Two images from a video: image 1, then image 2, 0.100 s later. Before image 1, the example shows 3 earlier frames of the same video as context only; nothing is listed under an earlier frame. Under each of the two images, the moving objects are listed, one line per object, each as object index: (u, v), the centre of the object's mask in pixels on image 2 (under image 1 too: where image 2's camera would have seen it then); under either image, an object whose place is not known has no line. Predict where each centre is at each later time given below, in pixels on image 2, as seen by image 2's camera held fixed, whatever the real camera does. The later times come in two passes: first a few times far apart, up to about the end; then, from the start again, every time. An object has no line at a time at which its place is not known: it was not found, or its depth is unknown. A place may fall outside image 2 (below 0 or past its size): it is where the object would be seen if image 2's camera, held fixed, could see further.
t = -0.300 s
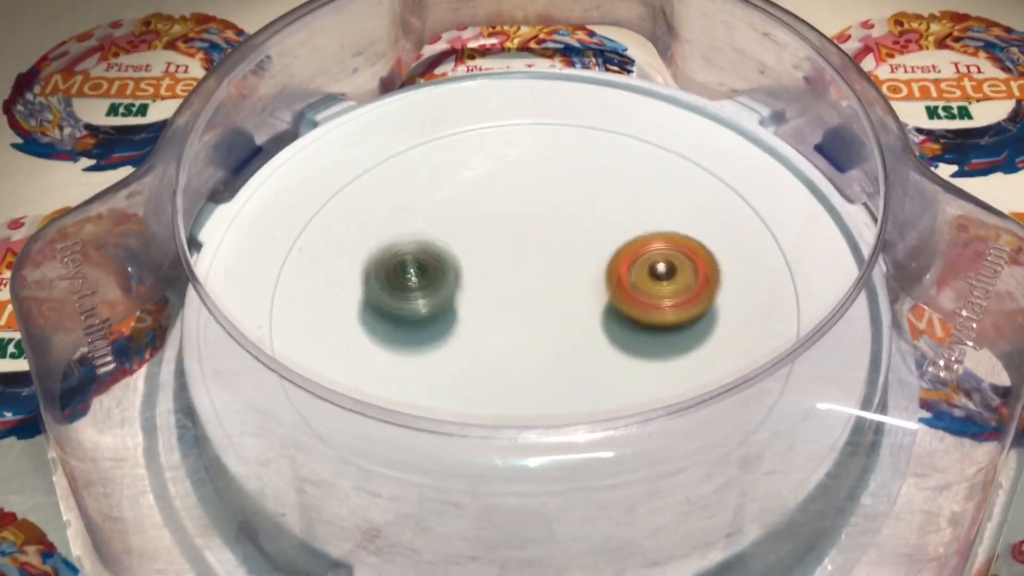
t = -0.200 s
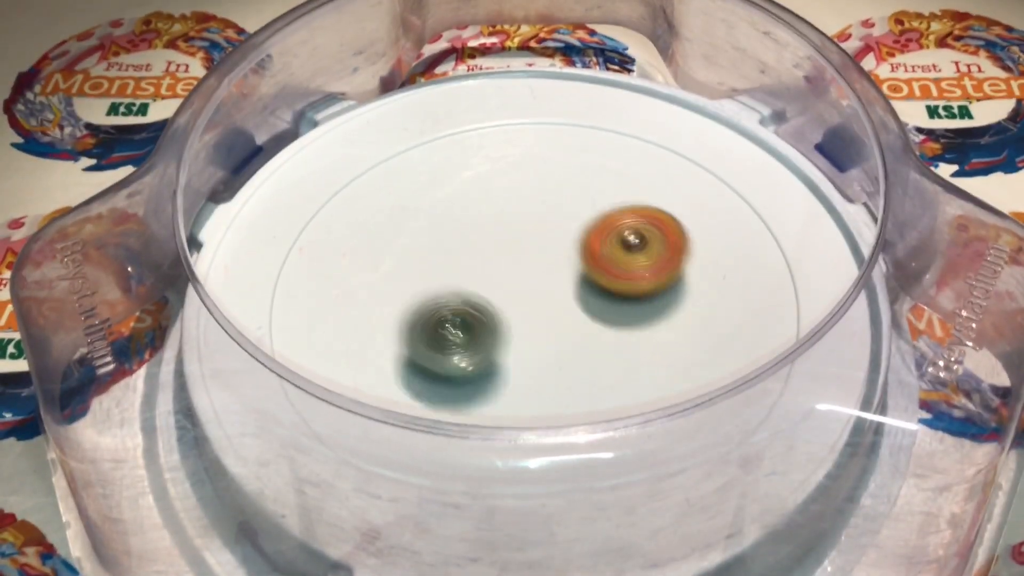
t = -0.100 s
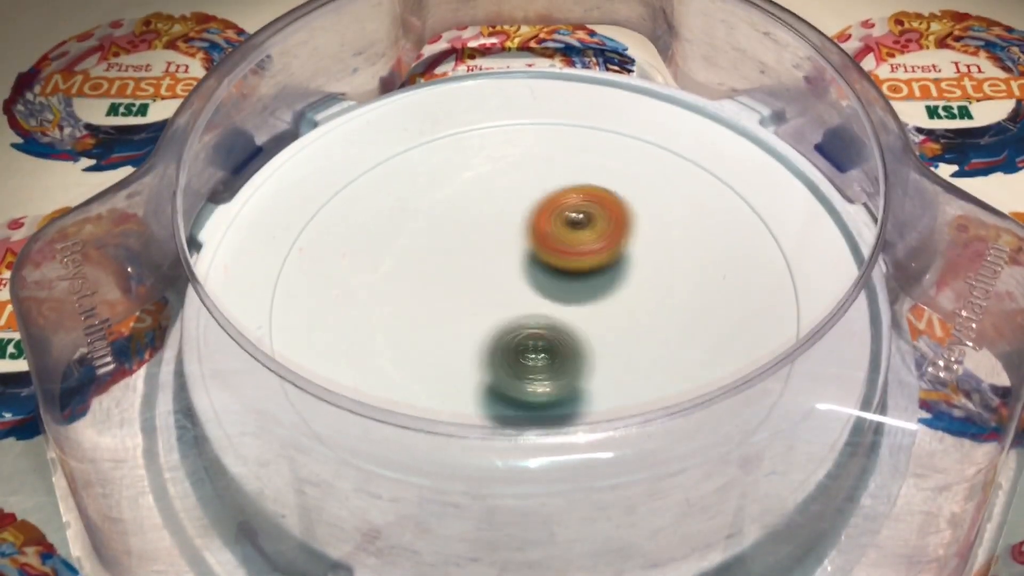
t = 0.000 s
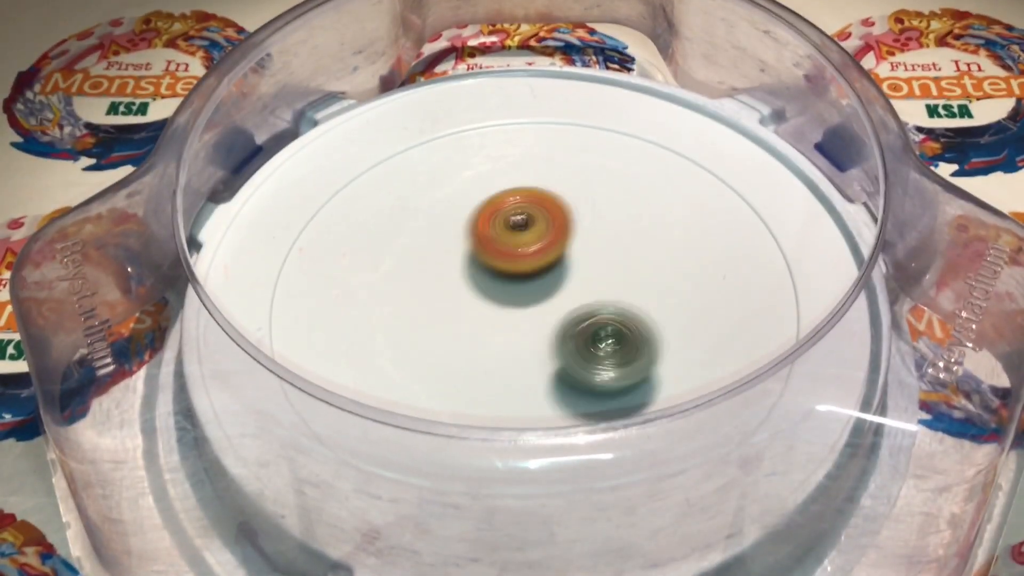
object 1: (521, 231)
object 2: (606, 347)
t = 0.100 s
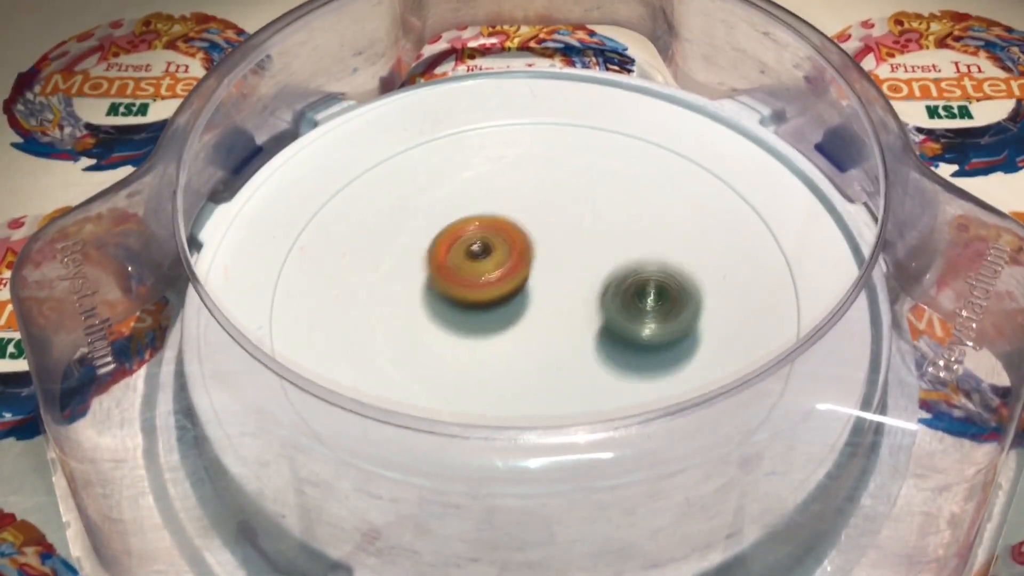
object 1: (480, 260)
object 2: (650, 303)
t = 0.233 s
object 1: (487, 331)
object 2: (648, 230)
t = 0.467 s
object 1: (630, 366)
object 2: (525, 178)
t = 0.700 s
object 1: (616, 264)
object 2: (408, 281)
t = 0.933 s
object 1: (460, 246)
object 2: (503, 375)
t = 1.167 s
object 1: (436, 363)
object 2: (686, 317)
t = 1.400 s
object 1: (552, 360)
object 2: (631, 207)
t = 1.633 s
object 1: (547, 285)
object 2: (440, 224)
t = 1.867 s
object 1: (437, 249)
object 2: (416, 353)
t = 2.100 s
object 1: (400, 316)
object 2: (571, 383)
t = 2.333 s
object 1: (539, 328)
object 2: (658, 284)
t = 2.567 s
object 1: (496, 231)
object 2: (593, 190)
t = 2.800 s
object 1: (378, 267)
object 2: (468, 207)
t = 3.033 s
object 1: (492, 359)
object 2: (464, 277)
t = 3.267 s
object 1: (623, 351)
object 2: (507, 267)
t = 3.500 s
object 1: (633, 239)
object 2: (509, 262)
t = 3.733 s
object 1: (556, 206)
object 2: (462, 285)
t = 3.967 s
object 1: (529, 232)
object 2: (448, 351)
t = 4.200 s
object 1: (594, 287)
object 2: (519, 357)
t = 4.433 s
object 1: (636, 246)
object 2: (565, 314)
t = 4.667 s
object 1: (602, 237)
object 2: (508, 299)
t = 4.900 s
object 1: (553, 260)
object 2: (456, 309)
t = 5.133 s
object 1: (559, 300)
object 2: (441, 318)
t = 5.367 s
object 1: (621, 298)
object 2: (463, 316)
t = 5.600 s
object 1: (593, 275)
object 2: (480, 291)
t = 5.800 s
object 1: (596, 287)
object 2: (450, 267)
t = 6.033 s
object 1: (566, 282)
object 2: (461, 260)
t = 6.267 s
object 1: (579, 294)
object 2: (455, 235)
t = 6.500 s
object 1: (563, 310)
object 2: (458, 225)
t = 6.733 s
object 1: (541, 315)
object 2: (490, 234)
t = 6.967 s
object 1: (539, 328)
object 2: (535, 226)
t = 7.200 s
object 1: (549, 334)
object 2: (569, 237)
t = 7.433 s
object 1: (495, 312)
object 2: (617, 247)
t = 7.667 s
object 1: (475, 294)
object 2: (620, 260)
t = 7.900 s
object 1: (476, 275)
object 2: (589, 291)
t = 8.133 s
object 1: (478, 250)
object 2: (554, 328)
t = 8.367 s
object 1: (491, 235)
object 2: (511, 349)
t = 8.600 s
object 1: (515, 234)
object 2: (479, 341)
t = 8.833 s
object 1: (544, 249)
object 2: (457, 309)
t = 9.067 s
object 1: (569, 270)
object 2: (461, 273)
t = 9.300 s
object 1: (582, 294)
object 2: (486, 241)
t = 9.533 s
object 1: (573, 313)
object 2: (518, 223)
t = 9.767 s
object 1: (548, 323)
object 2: (553, 231)
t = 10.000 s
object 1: (513, 323)
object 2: (583, 255)
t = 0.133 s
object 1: (473, 276)
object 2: (655, 285)
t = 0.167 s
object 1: (471, 293)
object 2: (657, 267)
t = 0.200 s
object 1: (476, 313)
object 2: (653, 246)
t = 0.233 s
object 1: (487, 331)
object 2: (648, 230)
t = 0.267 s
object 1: (500, 344)
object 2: (638, 216)
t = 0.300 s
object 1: (516, 353)
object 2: (625, 205)
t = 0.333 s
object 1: (536, 363)
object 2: (609, 194)
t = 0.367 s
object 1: (559, 371)
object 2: (590, 186)
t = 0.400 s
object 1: (585, 374)
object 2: (569, 180)
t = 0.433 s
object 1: (608, 373)
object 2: (547, 177)
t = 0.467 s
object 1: (630, 366)
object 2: (525, 178)
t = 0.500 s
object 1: (647, 354)
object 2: (503, 183)
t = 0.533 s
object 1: (656, 339)
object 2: (479, 192)
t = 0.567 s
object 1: (656, 327)
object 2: (459, 203)
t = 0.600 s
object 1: (653, 314)
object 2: (439, 219)
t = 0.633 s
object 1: (646, 297)
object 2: (424, 236)
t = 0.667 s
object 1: (634, 281)
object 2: (414, 260)
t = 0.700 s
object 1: (616, 264)
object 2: (408, 281)
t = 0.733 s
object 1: (594, 249)
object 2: (409, 301)
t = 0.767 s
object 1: (569, 240)
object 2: (414, 318)
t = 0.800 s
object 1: (545, 235)
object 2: (423, 336)
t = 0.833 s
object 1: (525, 232)
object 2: (436, 348)
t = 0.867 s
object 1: (502, 233)
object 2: (454, 359)
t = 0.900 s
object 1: (480, 238)
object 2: (476, 369)
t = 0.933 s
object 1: (460, 246)
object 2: (503, 375)
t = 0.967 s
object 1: (443, 260)
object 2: (533, 381)
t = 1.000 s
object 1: (429, 277)
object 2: (563, 381)
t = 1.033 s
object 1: (419, 293)
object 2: (593, 377)
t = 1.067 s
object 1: (415, 313)
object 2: (623, 369)
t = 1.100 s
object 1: (416, 330)
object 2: (651, 354)
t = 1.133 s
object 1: (424, 348)
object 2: (673, 337)
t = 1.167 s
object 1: (436, 363)
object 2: (686, 317)
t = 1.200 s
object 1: (455, 372)
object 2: (695, 295)
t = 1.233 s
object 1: (475, 378)
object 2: (696, 277)
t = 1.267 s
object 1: (496, 380)
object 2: (691, 259)
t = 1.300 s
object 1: (514, 380)
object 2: (683, 244)
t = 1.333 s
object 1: (530, 376)
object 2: (669, 229)
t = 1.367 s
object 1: (544, 369)
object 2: (653, 218)
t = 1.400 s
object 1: (552, 360)
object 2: (631, 207)
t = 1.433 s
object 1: (556, 351)
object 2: (604, 197)
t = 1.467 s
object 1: (558, 343)
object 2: (577, 194)
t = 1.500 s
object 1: (558, 332)
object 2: (548, 191)
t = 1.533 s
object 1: (558, 321)
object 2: (518, 196)
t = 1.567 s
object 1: (557, 309)
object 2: (490, 200)
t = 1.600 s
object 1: (554, 297)
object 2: (464, 210)
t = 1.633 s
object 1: (547, 285)
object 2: (440, 224)
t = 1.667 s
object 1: (537, 273)
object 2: (422, 239)
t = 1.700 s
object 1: (524, 264)
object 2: (408, 257)
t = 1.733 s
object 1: (508, 256)
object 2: (398, 278)
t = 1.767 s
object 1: (489, 250)
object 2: (396, 295)
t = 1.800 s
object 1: (472, 247)
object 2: (398, 316)
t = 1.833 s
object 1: (454, 245)
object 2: (404, 334)
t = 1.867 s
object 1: (437, 249)
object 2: (416, 353)
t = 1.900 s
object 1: (423, 252)
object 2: (434, 369)
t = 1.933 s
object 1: (410, 260)
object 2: (455, 377)
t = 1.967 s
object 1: (400, 269)
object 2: (479, 384)
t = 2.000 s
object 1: (393, 280)
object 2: (503, 387)
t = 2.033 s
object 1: (391, 291)
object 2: (527, 389)
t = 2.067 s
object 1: (393, 302)
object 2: (550, 387)
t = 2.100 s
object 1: (400, 316)
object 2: (571, 383)
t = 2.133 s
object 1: (415, 330)
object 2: (592, 375)
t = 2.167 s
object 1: (435, 343)
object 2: (609, 362)
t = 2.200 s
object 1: (462, 351)
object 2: (623, 351)
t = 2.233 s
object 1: (488, 351)
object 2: (632, 335)
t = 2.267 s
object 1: (516, 348)
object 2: (635, 321)
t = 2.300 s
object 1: (533, 340)
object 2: (645, 303)
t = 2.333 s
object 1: (539, 328)
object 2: (658, 284)
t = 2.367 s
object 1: (545, 313)
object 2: (663, 266)
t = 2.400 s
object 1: (546, 297)
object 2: (660, 248)
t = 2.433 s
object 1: (543, 283)
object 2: (653, 233)
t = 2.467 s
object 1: (537, 267)
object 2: (641, 218)
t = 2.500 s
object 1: (526, 252)
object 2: (627, 206)
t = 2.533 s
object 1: (512, 241)
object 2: (610, 198)
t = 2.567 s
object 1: (496, 231)
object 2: (593, 190)
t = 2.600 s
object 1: (476, 225)
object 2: (574, 186)
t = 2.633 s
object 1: (456, 221)
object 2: (554, 184)
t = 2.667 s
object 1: (437, 224)
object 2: (535, 185)
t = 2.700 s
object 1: (417, 229)
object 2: (516, 187)
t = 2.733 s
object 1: (400, 237)
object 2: (499, 191)
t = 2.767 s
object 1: (387, 251)
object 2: (482, 199)
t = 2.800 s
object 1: (378, 267)
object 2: (468, 207)
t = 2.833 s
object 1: (377, 285)
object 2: (456, 219)
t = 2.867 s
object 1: (385, 302)
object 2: (448, 230)
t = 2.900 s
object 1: (400, 318)
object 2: (444, 242)
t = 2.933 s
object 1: (417, 335)
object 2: (443, 250)
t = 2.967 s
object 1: (439, 348)
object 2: (448, 257)
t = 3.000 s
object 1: (466, 356)
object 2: (455, 267)
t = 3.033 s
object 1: (492, 359)
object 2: (464, 277)
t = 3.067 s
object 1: (522, 367)
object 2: (472, 278)
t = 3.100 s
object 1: (551, 373)
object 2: (481, 271)
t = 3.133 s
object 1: (574, 374)
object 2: (489, 269)
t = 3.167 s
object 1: (591, 372)
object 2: (494, 268)
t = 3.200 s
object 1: (603, 367)
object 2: (499, 267)
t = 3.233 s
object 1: (614, 361)
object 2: (503, 266)
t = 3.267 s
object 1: (623, 351)
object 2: (507, 267)
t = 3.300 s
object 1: (632, 338)
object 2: (510, 267)
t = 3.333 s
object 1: (642, 321)
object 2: (513, 265)
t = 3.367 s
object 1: (647, 302)
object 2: (515, 263)
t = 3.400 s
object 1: (647, 284)
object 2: (519, 264)
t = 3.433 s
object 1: (641, 269)
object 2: (522, 266)
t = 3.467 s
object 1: (631, 253)
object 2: (524, 264)
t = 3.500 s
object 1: (633, 239)
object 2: (509, 262)
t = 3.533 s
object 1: (631, 227)
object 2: (497, 260)
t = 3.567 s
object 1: (622, 220)
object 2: (490, 261)
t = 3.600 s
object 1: (609, 211)
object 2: (486, 262)
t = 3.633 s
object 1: (592, 208)
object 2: (485, 265)
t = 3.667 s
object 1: (573, 208)
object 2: (484, 268)
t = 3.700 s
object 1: (556, 210)
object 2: (483, 272)
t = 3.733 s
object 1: (556, 206)
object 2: (462, 285)
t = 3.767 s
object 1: (561, 206)
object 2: (444, 300)
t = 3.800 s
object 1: (561, 209)
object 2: (434, 310)
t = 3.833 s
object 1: (557, 213)
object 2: (430, 320)
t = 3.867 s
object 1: (551, 217)
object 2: (431, 328)
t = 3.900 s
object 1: (542, 221)
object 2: (434, 337)
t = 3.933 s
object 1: (534, 226)
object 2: (440, 344)
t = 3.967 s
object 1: (529, 232)
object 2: (448, 351)
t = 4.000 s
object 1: (528, 241)
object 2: (458, 356)
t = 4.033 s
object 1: (531, 251)
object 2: (468, 359)
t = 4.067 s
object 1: (538, 261)
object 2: (478, 361)
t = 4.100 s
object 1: (549, 270)
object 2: (489, 361)
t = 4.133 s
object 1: (562, 279)
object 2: (500, 360)
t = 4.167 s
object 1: (577, 284)
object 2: (510, 359)
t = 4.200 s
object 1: (594, 287)
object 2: (519, 357)
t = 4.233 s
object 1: (609, 287)
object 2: (529, 353)
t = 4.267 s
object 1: (624, 284)
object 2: (538, 349)
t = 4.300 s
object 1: (635, 278)
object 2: (546, 343)
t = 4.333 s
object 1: (642, 270)
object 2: (553, 337)
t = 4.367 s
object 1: (645, 260)
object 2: (558, 330)
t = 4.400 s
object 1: (644, 251)
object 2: (562, 322)
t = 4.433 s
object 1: (636, 246)
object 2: (565, 314)
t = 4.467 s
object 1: (630, 241)
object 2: (561, 309)
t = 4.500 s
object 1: (623, 238)
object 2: (554, 304)
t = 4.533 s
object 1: (618, 236)
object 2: (546, 301)
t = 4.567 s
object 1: (613, 235)
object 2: (538, 298)
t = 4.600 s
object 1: (608, 236)
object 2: (531, 297)
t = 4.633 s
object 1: (607, 236)
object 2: (518, 299)
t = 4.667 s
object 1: (602, 237)
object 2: (508, 299)
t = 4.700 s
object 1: (594, 242)
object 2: (499, 300)
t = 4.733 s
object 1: (584, 248)
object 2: (493, 299)
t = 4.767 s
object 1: (577, 252)
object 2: (485, 301)
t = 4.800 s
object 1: (572, 255)
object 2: (476, 303)
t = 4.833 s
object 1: (566, 258)
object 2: (468, 305)
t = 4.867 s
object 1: (560, 260)
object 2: (461, 307)
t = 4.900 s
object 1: (553, 260)
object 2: (456, 309)
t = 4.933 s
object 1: (548, 259)
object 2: (451, 311)
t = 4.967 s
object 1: (544, 260)
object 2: (448, 312)
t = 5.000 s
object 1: (542, 263)
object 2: (445, 313)
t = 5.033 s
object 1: (544, 271)
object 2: (443, 315)
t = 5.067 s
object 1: (546, 281)
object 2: (442, 316)
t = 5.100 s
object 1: (551, 291)
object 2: (441, 317)
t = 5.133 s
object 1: (559, 300)
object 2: (441, 318)
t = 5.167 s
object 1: (569, 307)
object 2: (442, 318)
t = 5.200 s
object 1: (581, 312)
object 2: (444, 318)
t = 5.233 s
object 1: (593, 314)
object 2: (446, 319)
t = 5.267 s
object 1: (605, 314)
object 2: (449, 319)
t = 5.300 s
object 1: (616, 311)
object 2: (453, 318)
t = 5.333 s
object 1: (622, 305)
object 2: (457, 317)
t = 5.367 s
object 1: (621, 298)
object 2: (463, 316)
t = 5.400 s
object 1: (616, 292)
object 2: (468, 312)
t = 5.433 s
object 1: (610, 287)
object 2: (474, 309)
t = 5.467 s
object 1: (603, 283)
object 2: (480, 305)
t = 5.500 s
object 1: (595, 281)
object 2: (485, 302)
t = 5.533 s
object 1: (593, 278)
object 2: (483, 298)
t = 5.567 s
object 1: (594, 276)
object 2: (480, 295)
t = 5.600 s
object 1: (593, 275)
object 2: (480, 291)
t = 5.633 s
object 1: (591, 276)
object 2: (481, 288)
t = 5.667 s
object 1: (593, 278)
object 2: (476, 285)
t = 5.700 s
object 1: (599, 282)
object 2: (464, 279)
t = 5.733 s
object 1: (601, 284)
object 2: (457, 273)
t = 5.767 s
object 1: (599, 286)
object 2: (452, 270)
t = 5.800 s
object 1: (596, 287)
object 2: (450, 267)
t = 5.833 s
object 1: (590, 288)
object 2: (448, 265)
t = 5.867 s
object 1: (585, 287)
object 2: (449, 263)
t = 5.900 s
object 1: (580, 286)
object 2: (451, 262)
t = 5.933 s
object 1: (576, 286)
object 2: (453, 262)
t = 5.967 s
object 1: (572, 284)
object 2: (456, 261)
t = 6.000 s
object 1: (568, 283)
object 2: (459, 261)
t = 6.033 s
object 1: (566, 282)
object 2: (461, 260)
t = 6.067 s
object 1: (568, 282)
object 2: (460, 258)
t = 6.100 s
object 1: (569, 282)
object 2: (461, 257)
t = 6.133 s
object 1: (569, 281)
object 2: (462, 255)
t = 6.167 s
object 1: (569, 281)
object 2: (464, 254)
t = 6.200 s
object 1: (570, 281)
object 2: (466, 251)
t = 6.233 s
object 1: (576, 288)
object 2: (459, 241)
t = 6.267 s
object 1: (579, 294)
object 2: (455, 235)
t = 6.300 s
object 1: (578, 298)
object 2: (453, 231)
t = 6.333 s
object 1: (577, 301)
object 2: (452, 228)
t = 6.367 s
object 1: (575, 303)
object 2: (452, 226)
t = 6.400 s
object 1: (572, 305)
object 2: (452, 226)
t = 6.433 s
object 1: (569, 307)
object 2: (454, 225)
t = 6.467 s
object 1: (566, 308)
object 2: (455, 225)
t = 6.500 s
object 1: (563, 310)
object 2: (458, 225)
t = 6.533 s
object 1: (559, 311)
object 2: (462, 225)
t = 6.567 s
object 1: (556, 312)
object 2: (465, 226)
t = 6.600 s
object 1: (553, 313)
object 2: (469, 227)
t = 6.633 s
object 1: (550, 314)
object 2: (474, 229)
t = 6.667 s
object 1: (547, 314)
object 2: (479, 230)
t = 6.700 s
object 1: (544, 315)
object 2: (484, 233)
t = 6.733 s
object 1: (541, 315)
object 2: (490, 234)
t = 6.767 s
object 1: (538, 316)
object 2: (497, 235)
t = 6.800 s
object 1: (535, 316)
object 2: (503, 236)
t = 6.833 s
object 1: (533, 322)
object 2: (510, 231)
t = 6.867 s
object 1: (533, 327)
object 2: (517, 228)
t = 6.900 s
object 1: (535, 329)
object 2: (523, 226)
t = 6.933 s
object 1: (537, 329)
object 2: (529, 226)
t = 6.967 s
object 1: (539, 328)
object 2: (535, 226)
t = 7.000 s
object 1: (541, 327)
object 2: (540, 227)
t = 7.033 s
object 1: (545, 326)
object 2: (546, 228)
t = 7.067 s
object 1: (548, 325)
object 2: (550, 230)
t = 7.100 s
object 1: (551, 325)
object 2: (555, 231)
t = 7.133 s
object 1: (554, 327)
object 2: (560, 233)
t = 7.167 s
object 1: (553, 330)
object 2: (564, 234)
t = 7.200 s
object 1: (549, 334)
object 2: (569, 237)
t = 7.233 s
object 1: (541, 333)
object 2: (573, 240)
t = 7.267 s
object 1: (532, 327)
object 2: (578, 244)
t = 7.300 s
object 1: (525, 321)
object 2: (582, 246)
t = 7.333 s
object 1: (518, 318)
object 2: (589, 247)
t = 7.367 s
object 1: (508, 317)
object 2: (602, 245)
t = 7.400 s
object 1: (500, 314)
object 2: (612, 246)
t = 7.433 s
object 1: (495, 312)
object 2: (617, 247)
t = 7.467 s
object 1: (491, 309)
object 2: (620, 248)
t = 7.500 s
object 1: (488, 306)
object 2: (623, 250)
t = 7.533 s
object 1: (485, 304)
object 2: (623, 251)
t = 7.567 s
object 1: (481, 301)
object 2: (624, 252)
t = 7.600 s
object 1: (479, 299)
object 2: (623, 255)
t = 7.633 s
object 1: (477, 296)
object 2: (622, 257)
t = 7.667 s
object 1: (475, 294)
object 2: (620, 260)
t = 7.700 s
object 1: (474, 291)
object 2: (617, 264)
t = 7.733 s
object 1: (474, 289)
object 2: (614, 268)
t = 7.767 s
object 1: (474, 286)
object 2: (610, 272)
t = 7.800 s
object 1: (474, 283)
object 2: (606, 276)
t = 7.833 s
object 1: (474, 281)
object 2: (601, 281)
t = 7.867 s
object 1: (475, 278)
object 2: (595, 286)
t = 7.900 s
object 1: (476, 275)
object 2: (589, 291)
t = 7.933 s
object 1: (477, 273)
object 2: (583, 296)
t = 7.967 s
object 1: (476, 269)
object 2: (581, 302)
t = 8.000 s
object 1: (475, 264)
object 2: (576, 307)
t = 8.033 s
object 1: (475, 260)
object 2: (571, 313)
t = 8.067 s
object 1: (476, 257)
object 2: (566, 318)
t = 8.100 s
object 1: (477, 253)
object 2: (560, 323)
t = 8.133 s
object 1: (478, 250)
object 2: (554, 328)
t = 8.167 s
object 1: (479, 248)
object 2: (548, 332)
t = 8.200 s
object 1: (480, 245)
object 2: (542, 336)
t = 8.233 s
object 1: (482, 242)
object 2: (536, 340)
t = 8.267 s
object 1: (484, 240)
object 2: (530, 342)
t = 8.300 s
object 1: (486, 238)
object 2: (524, 345)
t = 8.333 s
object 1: (488, 237)
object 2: (518, 347)
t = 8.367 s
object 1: (491, 235)
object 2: (511, 349)
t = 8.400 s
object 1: (494, 234)
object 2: (506, 349)
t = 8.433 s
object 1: (497, 233)
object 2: (501, 349)
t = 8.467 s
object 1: (500, 233)
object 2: (495, 349)
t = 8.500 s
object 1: (504, 233)
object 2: (491, 347)
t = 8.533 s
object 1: (507, 233)
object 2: (486, 346)
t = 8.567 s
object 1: (511, 233)
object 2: (482, 344)
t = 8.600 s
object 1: (515, 234)
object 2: (479, 341)
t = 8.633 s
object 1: (519, 235)
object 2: (475, 337)
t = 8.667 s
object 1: (523, 237)
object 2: (471, 333)
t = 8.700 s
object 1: (527, 239)
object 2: (468, 329)
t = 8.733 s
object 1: (531, 241)
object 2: (465, 324)
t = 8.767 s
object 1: (536, 243)
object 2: (461, 319)
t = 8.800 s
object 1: (540, 246)
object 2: (459, 314)
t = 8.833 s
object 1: (544, 249)
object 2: (457, 309)
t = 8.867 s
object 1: (548, 251)
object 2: (457, 303)
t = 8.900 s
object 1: (552, 254)
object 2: (455, 298)
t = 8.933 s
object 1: (556, 257)
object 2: (455, 293)
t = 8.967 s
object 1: (560, 260)
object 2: (456, 288)
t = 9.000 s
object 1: (563, 263)
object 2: (458, 283)
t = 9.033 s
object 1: (567, 267)
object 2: (459, 277)
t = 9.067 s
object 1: (569, 270)
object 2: (461, 273)
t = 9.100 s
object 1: (572, 274)
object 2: (464, 268)
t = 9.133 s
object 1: (574, 277)
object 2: (467, 262)
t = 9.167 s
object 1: (575, 281)
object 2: (470, 258)
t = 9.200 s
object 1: (577, 285)
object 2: (474, 254)
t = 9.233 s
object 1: (579, 288)
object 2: (478, 248)
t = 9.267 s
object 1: (581, 291)
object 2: (482, 244)
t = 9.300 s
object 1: (582, 294)
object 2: (486, 241)
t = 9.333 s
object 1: (582, 297)
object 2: (491, 237)
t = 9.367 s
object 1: (582, 299)
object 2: (496, 233)
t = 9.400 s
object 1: (581, 303)
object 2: (500, 231)
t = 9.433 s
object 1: (579, 305)
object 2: (505, 228)
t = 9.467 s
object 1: (578, 308)
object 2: (510, 225)
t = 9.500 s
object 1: (576, 310)
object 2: (514, 224)
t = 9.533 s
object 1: (573, 313)
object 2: (518, 223)
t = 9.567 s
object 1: (571, 315)
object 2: (523, 223)
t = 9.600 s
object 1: (567, 317)
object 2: (528, 223)
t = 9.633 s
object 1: (564, 319)
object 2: (533, 224)
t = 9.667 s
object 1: (560, 320)
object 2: (538, 225)
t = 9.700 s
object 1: (556, 321)
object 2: (543, 227)
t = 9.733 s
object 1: (552, 322)
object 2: (548, 229)
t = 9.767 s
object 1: (548, 323)
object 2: (553, 231)
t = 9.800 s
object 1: (543, 323)
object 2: (557, 235)
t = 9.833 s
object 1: (538, 323)
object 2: (562, 237)
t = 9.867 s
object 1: (534, 323)
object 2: (566, 241)
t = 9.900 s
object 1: (529, 323)
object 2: (570, 245)
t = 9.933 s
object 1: (524, 323)
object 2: (574, 248)
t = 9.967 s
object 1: (518, 323)
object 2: (579, 252)
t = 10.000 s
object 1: (513, 323)
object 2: (583, 255)
